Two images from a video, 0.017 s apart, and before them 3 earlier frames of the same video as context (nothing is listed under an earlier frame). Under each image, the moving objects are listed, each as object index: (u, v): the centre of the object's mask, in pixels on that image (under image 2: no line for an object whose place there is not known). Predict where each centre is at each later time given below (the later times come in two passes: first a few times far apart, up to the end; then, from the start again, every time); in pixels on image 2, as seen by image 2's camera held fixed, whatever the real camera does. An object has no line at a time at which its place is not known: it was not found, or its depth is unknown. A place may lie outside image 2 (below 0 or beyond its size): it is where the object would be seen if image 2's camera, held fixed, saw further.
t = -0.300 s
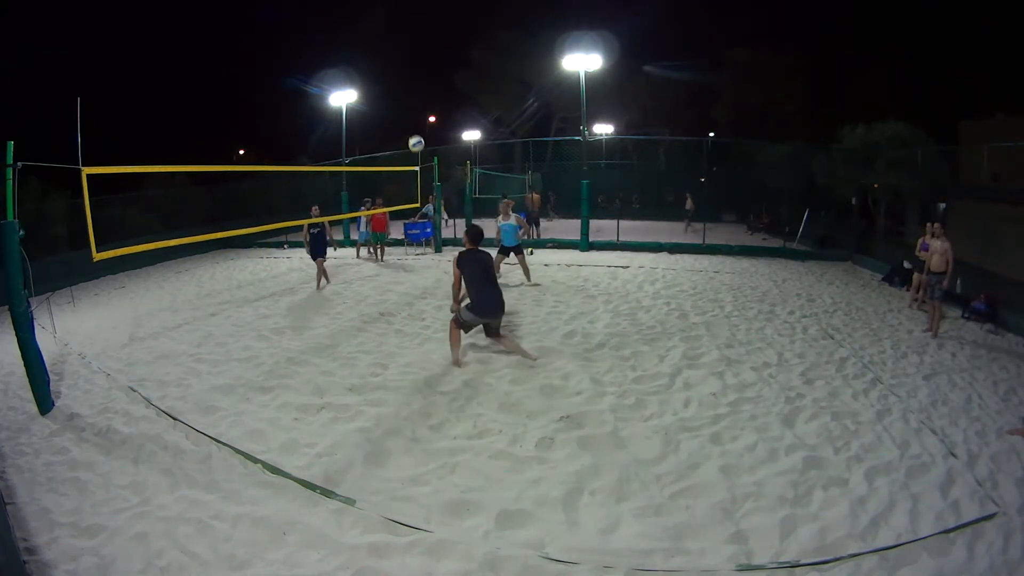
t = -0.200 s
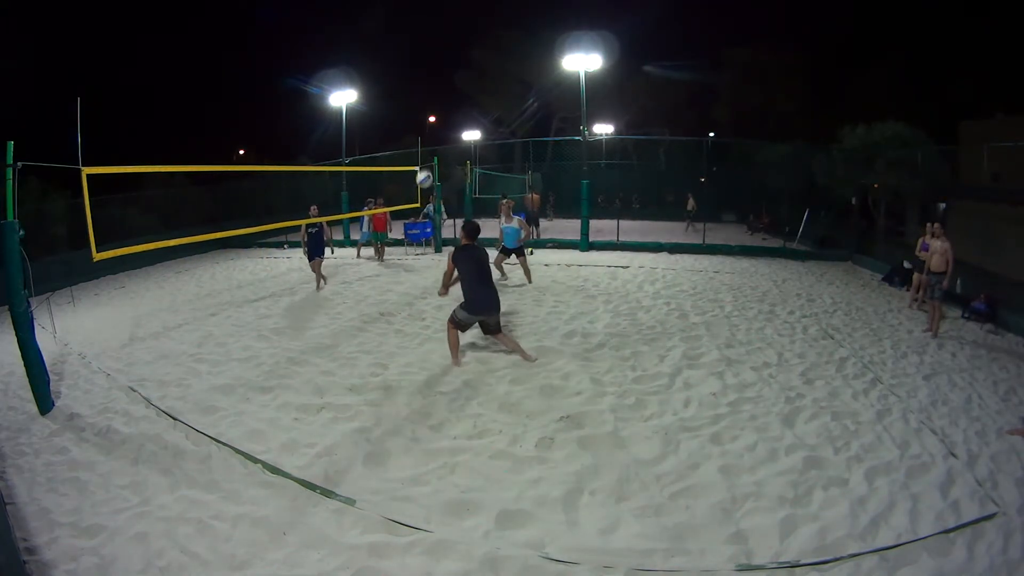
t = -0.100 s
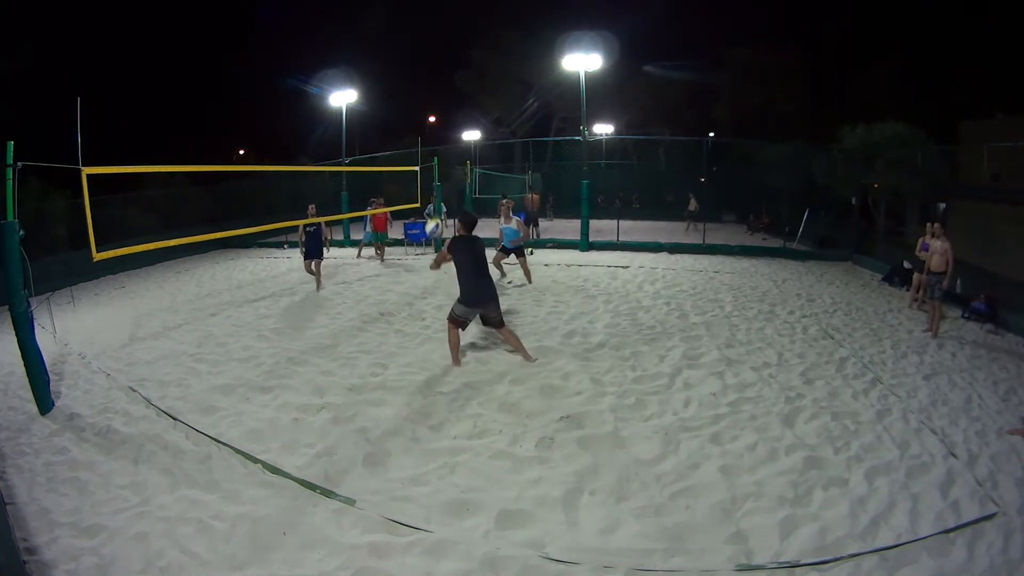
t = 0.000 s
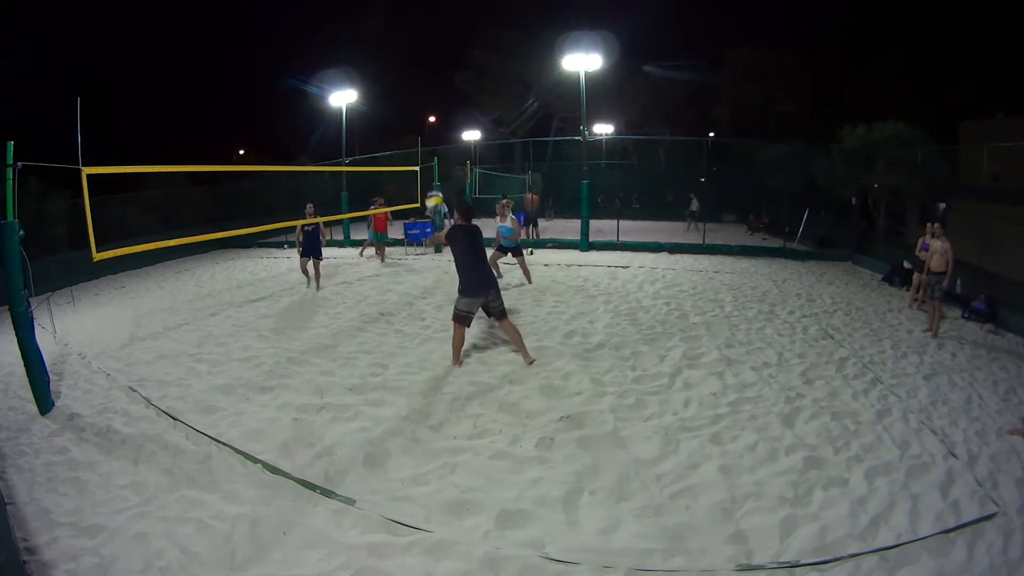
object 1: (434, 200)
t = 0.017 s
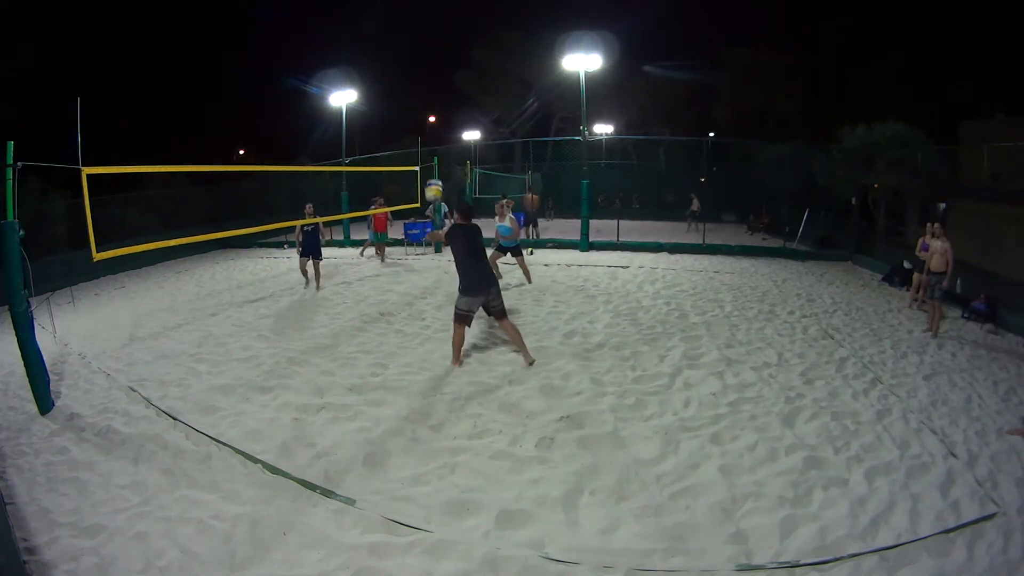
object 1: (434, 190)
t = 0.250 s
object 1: (430, 80)
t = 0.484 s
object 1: (431, 25)
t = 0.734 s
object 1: (432, 11)
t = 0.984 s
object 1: (432, 40)
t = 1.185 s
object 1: (433, 94)
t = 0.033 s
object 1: (433, 180)
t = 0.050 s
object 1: (433, 171)
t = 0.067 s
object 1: (432, 161)
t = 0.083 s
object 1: (432, 152)
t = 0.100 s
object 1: (432, 144)
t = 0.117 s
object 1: (432, 135)
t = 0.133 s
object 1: (432, 127)
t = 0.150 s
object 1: (431, 119)
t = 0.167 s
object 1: (431, 111)
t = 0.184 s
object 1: (431, 105)
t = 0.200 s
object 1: (431, 98)
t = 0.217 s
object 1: (431, 92)
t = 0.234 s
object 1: (431, 86)
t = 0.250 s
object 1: (430, 80)
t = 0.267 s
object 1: (430, 74)
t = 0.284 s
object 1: (430, 69)
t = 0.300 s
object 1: (430, 64)
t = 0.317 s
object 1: (430, 59)
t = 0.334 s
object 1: (430, 54)
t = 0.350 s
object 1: (430, 50)
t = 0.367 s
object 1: (430, 46)
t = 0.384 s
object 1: (430, 42)
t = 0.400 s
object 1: (431, 39)
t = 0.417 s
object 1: (431, 36)
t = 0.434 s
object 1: (431, 33)
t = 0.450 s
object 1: (431, 30)
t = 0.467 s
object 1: (431, 27)
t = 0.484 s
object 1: (431, 25)
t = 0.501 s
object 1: (431, 23)
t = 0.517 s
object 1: (431, 21)
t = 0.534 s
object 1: (431, 18)
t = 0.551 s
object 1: (431, 17)
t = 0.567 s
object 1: (431, 15)
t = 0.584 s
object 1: (431, 14)
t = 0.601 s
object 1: (431, 13)
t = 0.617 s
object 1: (431, 12)
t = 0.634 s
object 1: (432, 12)
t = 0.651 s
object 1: (432, 11)
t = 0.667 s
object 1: (432, 11)
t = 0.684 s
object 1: (432, 11)
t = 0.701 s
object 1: (432, 10)
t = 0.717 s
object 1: (432, 11)
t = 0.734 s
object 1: (432, 11)
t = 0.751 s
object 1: (432, 12)
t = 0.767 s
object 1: (432, 13)
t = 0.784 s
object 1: (432, 14)
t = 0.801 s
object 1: (432, 15)
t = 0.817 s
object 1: (432, 16)
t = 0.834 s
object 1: (432, 17)
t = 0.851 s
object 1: (432, 19)
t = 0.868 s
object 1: (432, 21)
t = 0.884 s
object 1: (432, 23)
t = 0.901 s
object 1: (432, 25)
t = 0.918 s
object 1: (432, 28)
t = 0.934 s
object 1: (432, 31)
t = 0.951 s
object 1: (432, 34)
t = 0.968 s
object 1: (432, 36)
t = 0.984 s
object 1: (432, 40)
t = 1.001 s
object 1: (432, 43)
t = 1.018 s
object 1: (432, 47)
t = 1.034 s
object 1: (432, 51)
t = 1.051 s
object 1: (432, 54)
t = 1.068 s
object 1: (432, 58)
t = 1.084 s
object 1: (432, 63)
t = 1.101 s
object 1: (432, 67)
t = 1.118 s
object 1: (432, 72)
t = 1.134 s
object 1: (432, 77)
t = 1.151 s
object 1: (432, 82)
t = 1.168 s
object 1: (432, 88)
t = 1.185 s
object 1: (433, 94)
